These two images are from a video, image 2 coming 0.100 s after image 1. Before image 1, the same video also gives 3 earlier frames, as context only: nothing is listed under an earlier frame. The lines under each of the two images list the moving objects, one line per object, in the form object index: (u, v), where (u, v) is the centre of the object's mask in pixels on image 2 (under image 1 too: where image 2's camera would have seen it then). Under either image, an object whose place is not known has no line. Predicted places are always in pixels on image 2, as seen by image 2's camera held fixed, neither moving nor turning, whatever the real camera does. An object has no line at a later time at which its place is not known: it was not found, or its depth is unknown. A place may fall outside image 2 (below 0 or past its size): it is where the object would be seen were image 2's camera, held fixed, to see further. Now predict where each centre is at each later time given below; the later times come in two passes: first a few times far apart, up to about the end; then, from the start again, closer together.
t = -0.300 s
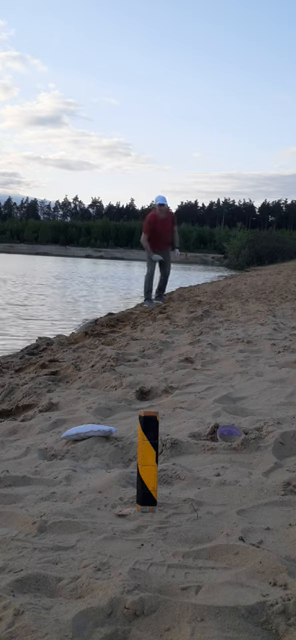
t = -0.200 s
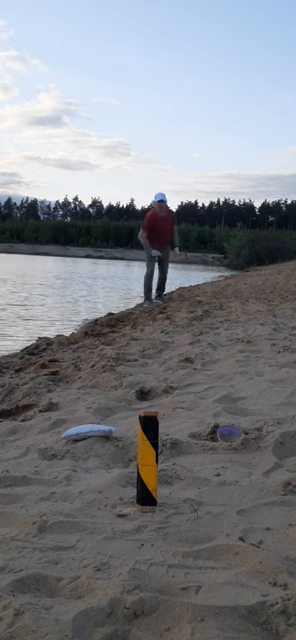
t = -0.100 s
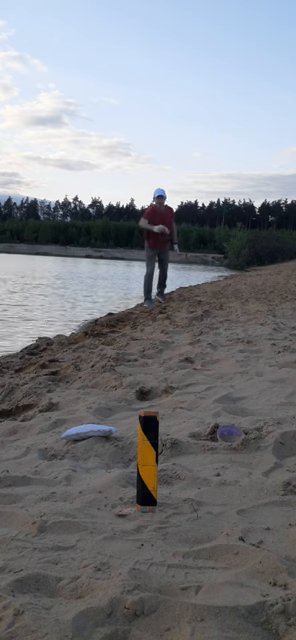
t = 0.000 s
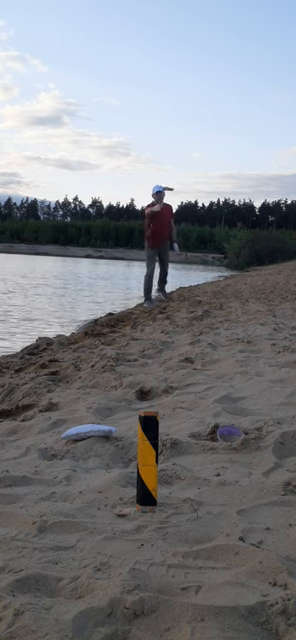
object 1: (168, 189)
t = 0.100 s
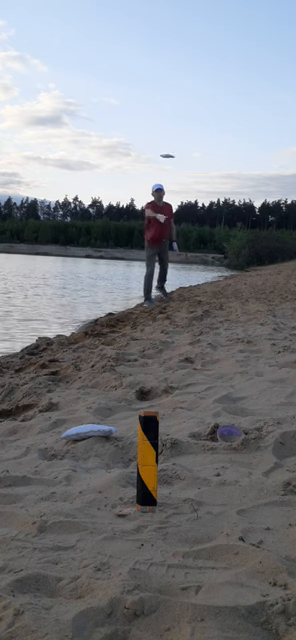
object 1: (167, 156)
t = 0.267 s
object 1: (164, 116)
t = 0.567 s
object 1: (147, 97)
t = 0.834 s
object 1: (132, 158)
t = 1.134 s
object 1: (171, 422)
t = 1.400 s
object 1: (173, 430)
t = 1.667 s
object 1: (173, 430)
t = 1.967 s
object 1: (173, 430)
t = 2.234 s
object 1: (173, 430)
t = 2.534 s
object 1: (173, 430)
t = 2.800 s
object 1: (173, 430)
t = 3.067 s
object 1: (173, 430)
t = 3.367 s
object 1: (173, 430)
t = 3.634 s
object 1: (173, 430)
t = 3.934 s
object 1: (173, 430)
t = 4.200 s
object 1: (173, 430)
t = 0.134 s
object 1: (166, 147)
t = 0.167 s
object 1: (166, 138)
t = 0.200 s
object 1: (166, 130)
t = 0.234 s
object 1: (165, 123)
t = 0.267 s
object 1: (164, 116)
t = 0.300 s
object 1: (163, 111)
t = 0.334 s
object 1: (161, 106)
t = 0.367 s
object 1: (159, 102)
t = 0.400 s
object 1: (158, 99)
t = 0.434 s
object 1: (156, 97)
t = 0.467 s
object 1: (155, 96)
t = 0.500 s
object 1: (153, 95)
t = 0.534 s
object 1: (150, 95)
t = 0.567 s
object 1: (147, 97)
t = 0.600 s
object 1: (144, 99)
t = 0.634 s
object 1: (141, 102)
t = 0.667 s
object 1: (138, 107)
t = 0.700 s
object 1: (136, 114)
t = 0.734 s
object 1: (134, 123)
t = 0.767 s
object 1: (133, 133)
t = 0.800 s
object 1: (132, 144)
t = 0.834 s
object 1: (132, 158)
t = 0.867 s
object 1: (133, 176)
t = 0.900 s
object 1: (134, 197)
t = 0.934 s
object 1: (137, 223)
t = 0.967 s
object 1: (140, 253)
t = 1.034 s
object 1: (154, 336)
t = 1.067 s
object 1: (163, 389)
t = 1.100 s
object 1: (174, 427)
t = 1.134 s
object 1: (171, 422)
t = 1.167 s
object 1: (170, 419)
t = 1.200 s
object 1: (168, 417)
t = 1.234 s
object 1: (167, 417)
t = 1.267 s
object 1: (168, 419)
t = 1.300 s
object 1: (169, 421)
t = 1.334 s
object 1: (170, 424)
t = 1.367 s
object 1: (172, 427)
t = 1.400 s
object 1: (173, 430)
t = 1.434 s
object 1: (173, 430)
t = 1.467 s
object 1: (173, 430)
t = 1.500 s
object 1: (173, 430)
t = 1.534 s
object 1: (173, 430)
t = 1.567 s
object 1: (173, 430)
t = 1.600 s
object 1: (173, 430)
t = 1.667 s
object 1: (173, 430)
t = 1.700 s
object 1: (173, 430)
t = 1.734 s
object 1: (173, 430)
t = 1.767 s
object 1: (173, 430)
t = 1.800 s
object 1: (173, 430)
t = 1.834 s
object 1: (173, 430)
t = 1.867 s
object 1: (173, 430)
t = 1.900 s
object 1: (173, 430)
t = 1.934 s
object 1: (173, 430)
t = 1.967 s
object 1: (173, 430)
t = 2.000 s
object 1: (173, 430)
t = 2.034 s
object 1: (173, 430)
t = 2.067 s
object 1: (173, 430)
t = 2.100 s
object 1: (173, 430)
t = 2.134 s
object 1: (173, 430)
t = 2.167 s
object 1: (173, 430)
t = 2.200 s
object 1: (173, 430)
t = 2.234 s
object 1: (173, 430)
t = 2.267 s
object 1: (173, 430)
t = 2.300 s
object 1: (173, 430)
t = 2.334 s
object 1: (173, 430)
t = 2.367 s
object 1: (173, 430)
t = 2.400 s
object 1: (173, 430)
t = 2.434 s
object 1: (173, 430)
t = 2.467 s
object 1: (173, 430)
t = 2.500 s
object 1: (173, 430)
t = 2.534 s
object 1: (173, 430)
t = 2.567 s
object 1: (173, 430)
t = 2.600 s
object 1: (173, 430)
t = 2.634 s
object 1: (173, 430)
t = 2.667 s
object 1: (173, 430)
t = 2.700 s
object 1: (173, 430)
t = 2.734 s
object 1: (173, 430)
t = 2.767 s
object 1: (173, 430)
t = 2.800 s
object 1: (173, 430)
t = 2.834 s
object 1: (173, 430)
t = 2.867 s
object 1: (173, 430)
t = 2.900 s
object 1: (173, 430)
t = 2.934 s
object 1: (173, 430)
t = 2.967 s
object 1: (173, 430)
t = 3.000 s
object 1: (173, 430)
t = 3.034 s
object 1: (173, 430)
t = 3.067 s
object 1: (173, 430)
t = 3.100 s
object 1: (173, 430)
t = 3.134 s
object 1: (173, 430)
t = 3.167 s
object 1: (173, 430)
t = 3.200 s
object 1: (173, 430)
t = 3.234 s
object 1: (173, 430)
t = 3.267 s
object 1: (173, 430)
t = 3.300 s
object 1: (173, 430)
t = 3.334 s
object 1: (173, 430)
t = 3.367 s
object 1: (173, 430)
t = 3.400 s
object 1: (173, 430)
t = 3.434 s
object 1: (173, 430)
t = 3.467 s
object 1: (173, 430)
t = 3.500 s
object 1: (173, 430)
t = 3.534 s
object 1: (173, 430)
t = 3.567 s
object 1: (173, 430)
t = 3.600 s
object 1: (173, 430)
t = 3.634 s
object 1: (173, 430)
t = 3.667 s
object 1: (173, 430)
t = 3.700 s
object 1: (173, 430)
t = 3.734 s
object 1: (173, 430)
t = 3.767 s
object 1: (173, 430)
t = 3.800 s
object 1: (173, 430)
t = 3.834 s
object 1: (173, 430)
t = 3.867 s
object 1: (173, 430)
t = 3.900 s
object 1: (173, 430)
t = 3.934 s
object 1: (173, 430)
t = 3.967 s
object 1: (173, 430)
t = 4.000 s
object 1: (173, 430)
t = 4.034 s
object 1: (173, 430)
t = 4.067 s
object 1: (173, 430)
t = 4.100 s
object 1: (173, 430)
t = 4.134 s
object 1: (173, 430)
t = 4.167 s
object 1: (173, 430)
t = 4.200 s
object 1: (173, 430)
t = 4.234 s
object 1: (173, 430)
